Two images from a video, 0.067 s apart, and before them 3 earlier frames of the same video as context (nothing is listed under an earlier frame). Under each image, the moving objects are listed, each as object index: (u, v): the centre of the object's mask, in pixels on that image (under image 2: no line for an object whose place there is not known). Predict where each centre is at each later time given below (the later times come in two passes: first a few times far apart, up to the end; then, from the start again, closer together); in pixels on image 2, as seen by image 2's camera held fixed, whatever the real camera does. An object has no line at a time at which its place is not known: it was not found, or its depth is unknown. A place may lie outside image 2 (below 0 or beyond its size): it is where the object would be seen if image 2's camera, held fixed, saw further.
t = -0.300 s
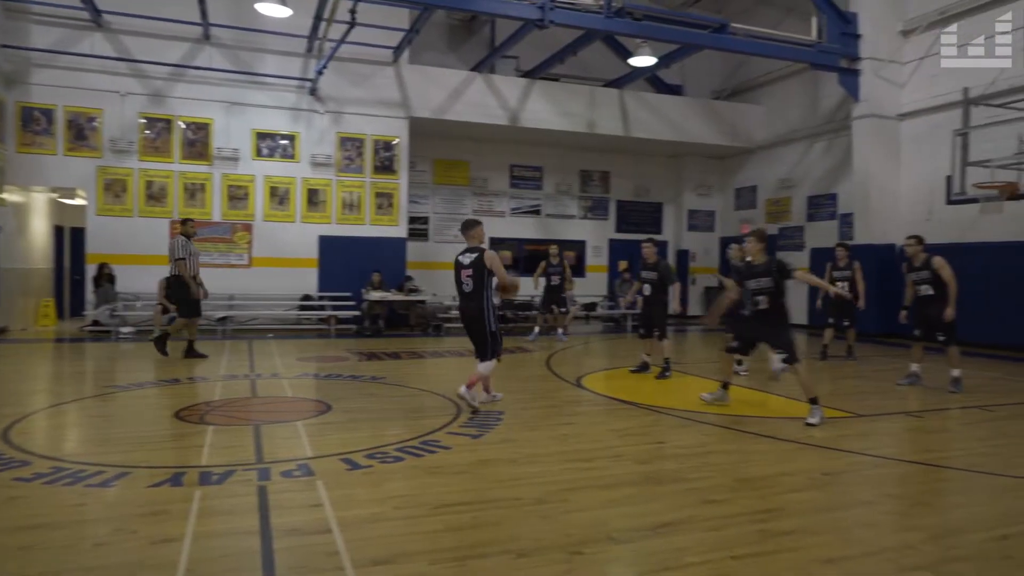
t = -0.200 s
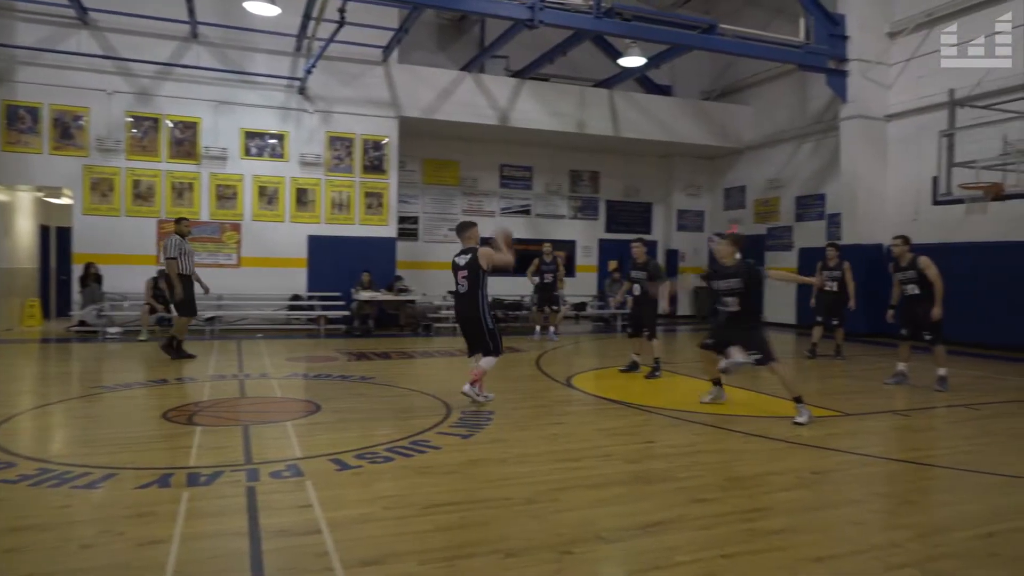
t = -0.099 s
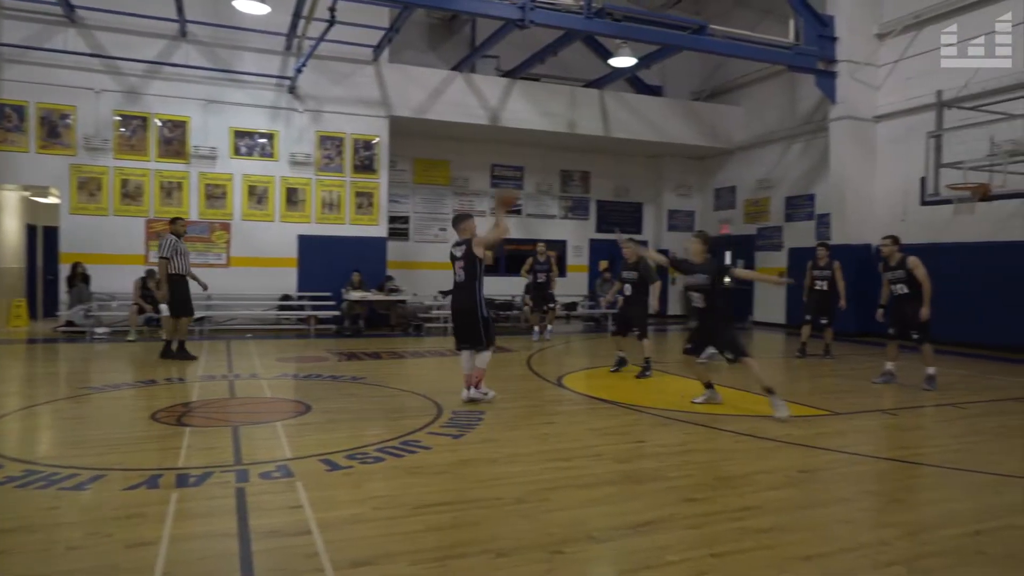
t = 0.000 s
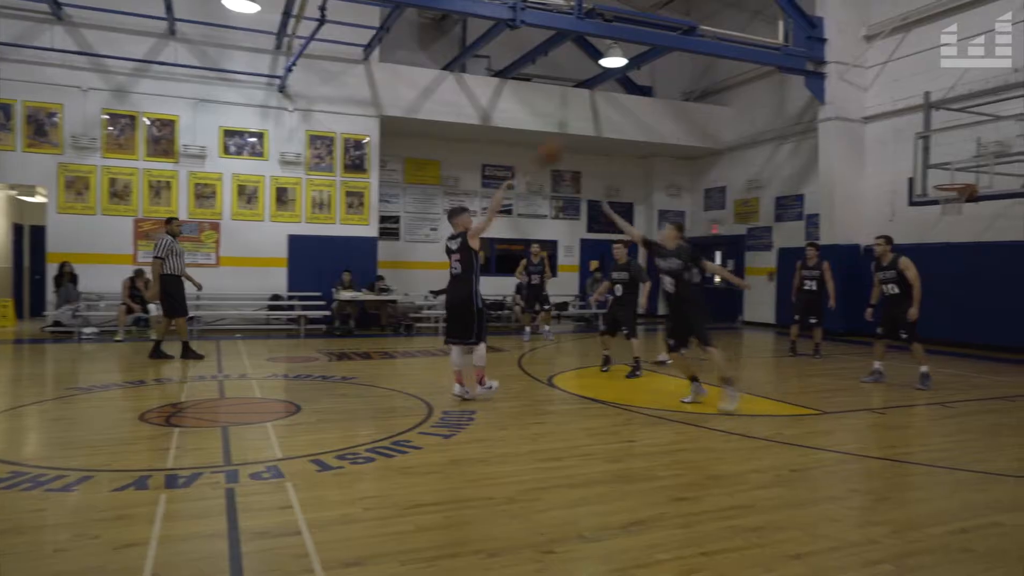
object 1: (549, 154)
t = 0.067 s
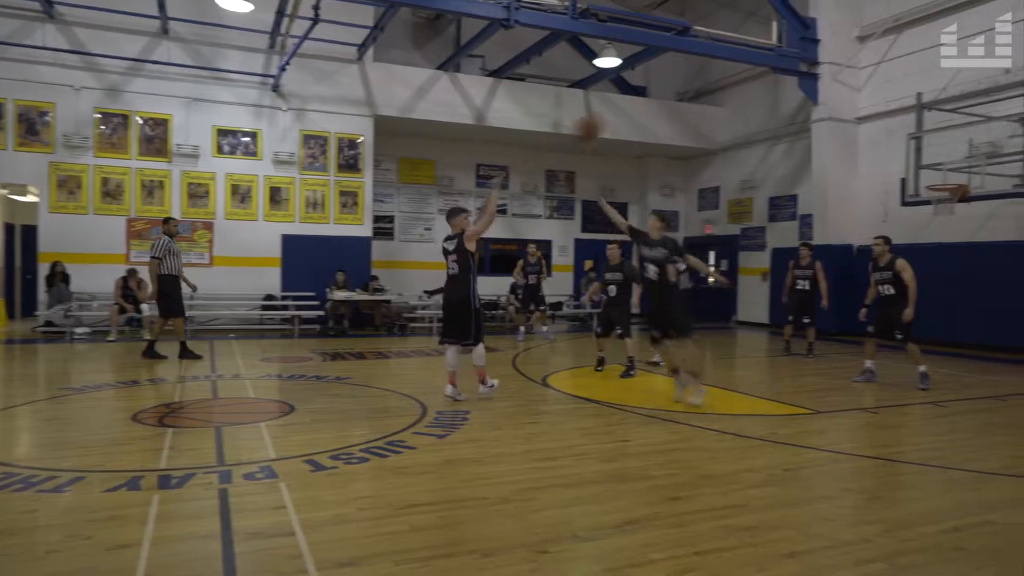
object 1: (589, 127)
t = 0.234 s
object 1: (703, 80)
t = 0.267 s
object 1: (729, 71)
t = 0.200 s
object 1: (682, 88)
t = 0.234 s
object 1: (703, 80)
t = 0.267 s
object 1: (729, 71)
